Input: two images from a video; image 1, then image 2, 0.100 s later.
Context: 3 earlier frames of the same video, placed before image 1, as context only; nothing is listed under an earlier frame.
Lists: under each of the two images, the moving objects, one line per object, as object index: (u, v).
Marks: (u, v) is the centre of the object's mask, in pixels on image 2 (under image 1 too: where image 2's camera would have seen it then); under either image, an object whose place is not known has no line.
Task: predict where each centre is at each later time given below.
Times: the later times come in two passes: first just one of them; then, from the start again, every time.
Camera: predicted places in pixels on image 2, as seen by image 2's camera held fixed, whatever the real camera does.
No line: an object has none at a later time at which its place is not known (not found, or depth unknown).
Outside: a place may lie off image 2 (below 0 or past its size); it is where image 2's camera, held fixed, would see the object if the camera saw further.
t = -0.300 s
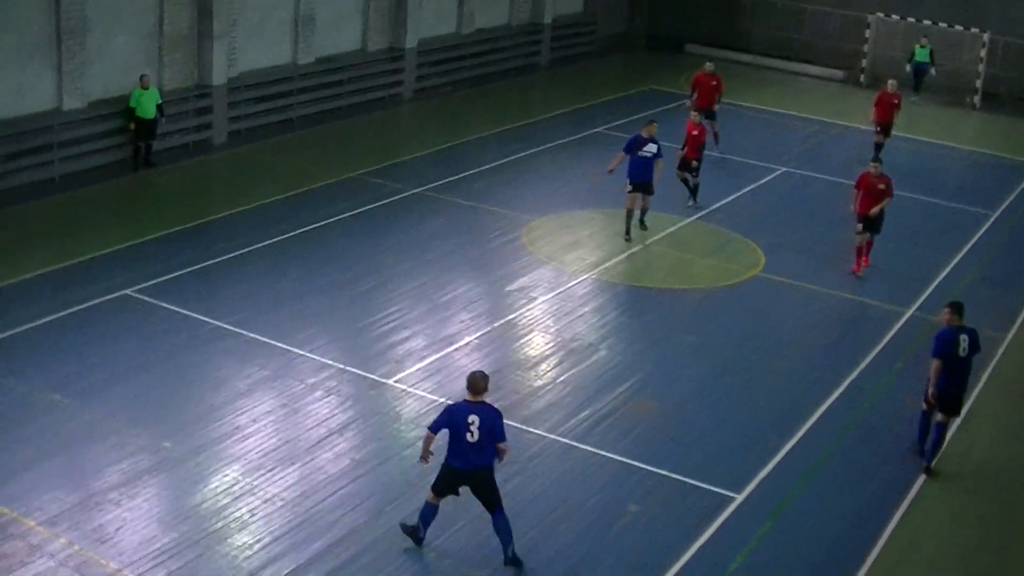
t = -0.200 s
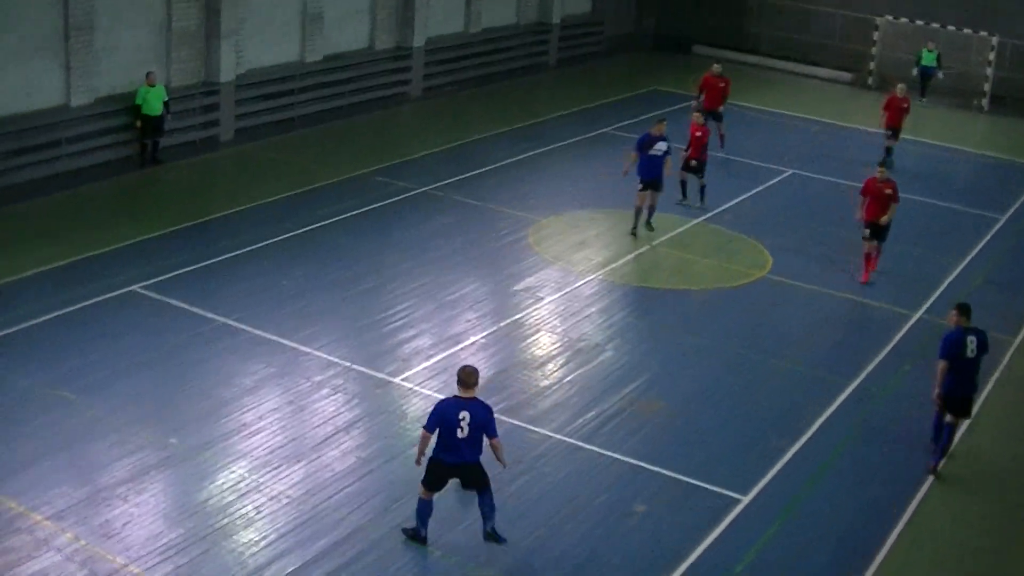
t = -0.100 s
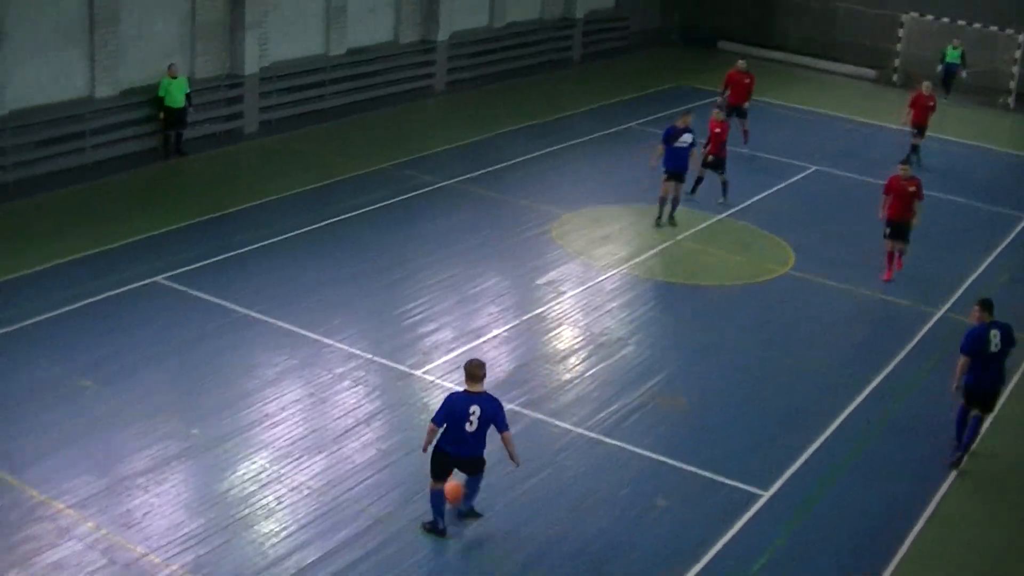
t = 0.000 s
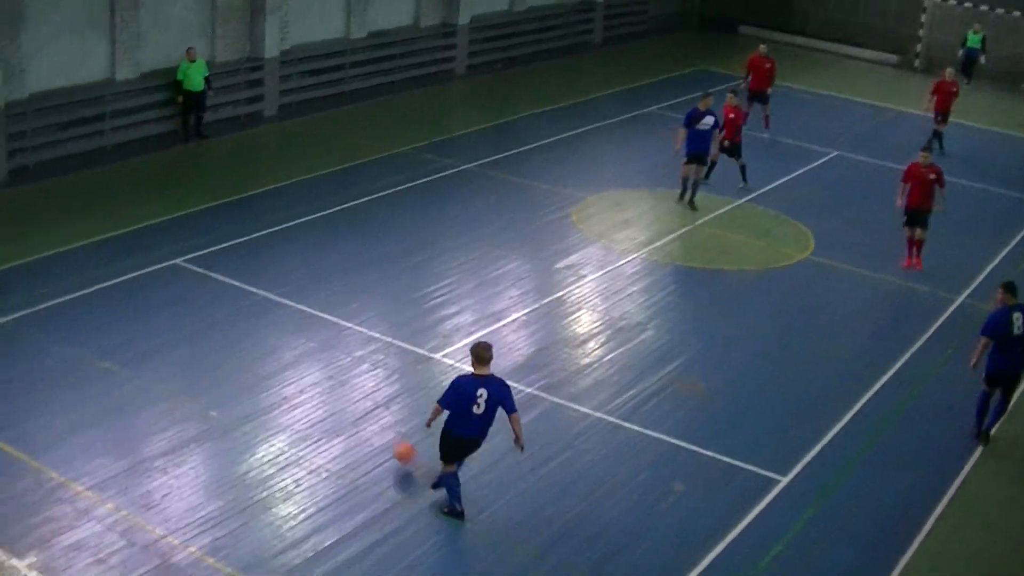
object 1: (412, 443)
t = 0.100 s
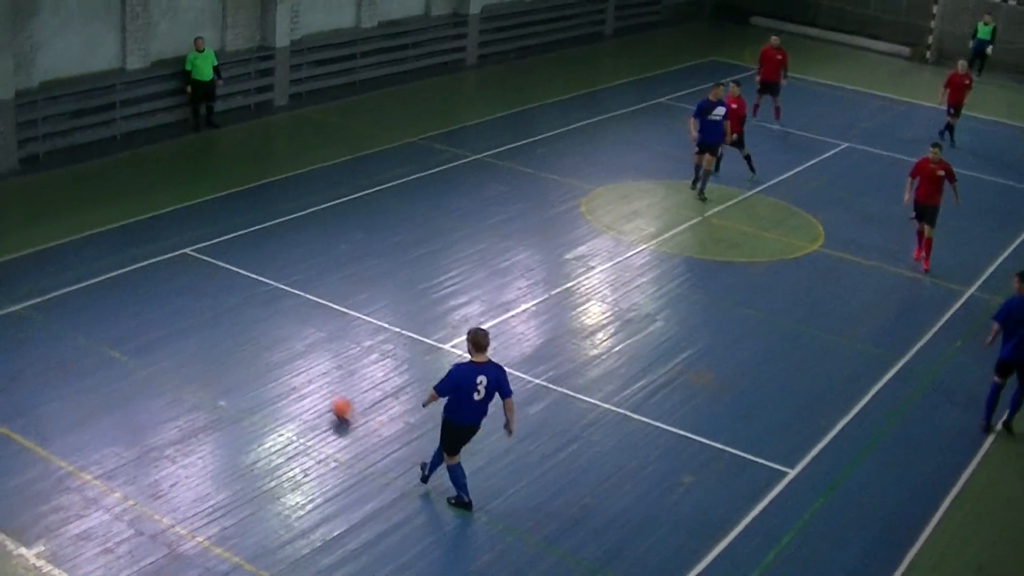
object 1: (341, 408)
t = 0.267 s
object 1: (247, 356)
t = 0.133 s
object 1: (321, 395)
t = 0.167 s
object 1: (302, 383)
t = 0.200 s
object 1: (282, 373)
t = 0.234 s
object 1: (264, 364)
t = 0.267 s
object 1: (247, 356)
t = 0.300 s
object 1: (232, 347)
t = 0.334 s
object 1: (216, 339)
